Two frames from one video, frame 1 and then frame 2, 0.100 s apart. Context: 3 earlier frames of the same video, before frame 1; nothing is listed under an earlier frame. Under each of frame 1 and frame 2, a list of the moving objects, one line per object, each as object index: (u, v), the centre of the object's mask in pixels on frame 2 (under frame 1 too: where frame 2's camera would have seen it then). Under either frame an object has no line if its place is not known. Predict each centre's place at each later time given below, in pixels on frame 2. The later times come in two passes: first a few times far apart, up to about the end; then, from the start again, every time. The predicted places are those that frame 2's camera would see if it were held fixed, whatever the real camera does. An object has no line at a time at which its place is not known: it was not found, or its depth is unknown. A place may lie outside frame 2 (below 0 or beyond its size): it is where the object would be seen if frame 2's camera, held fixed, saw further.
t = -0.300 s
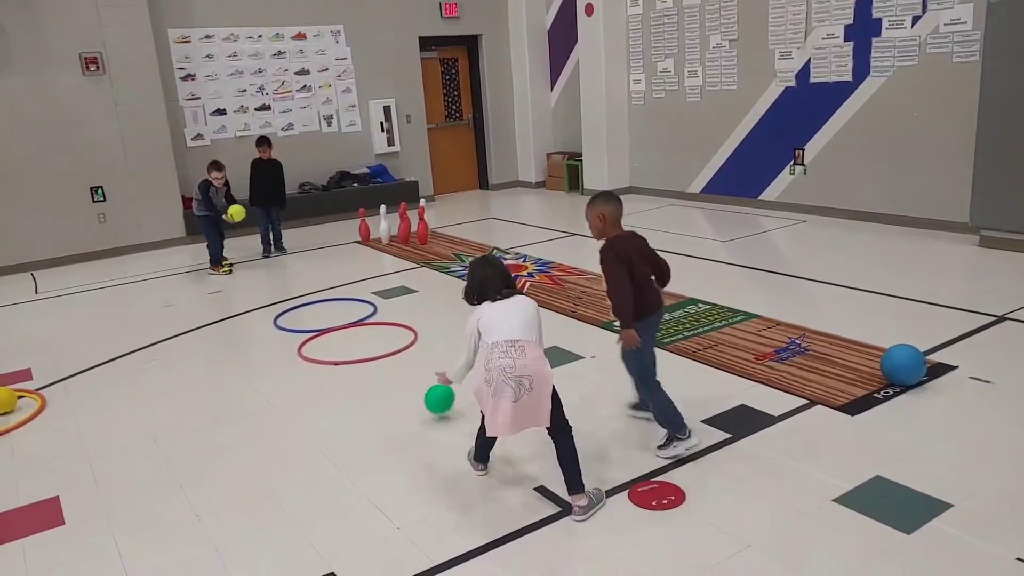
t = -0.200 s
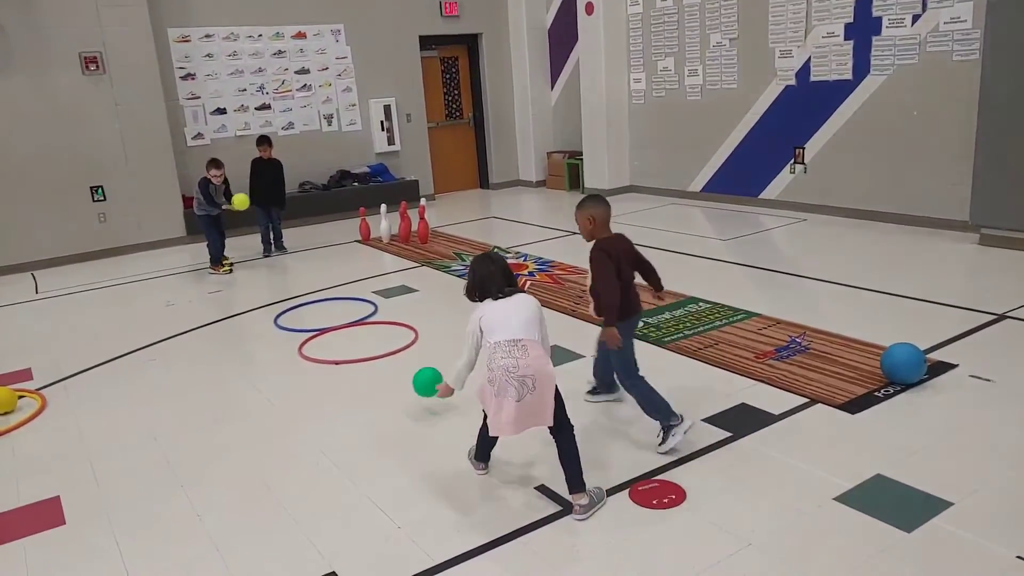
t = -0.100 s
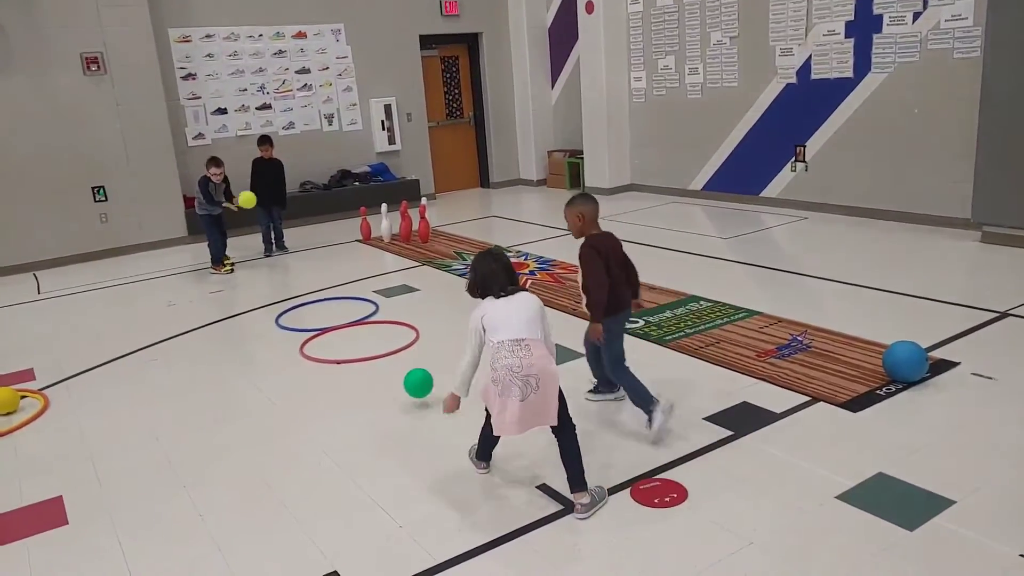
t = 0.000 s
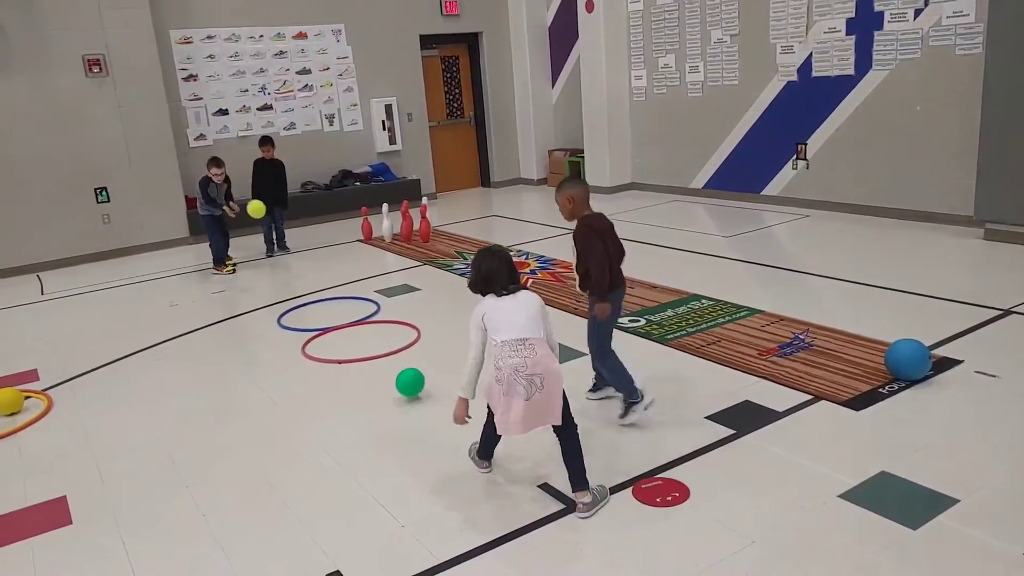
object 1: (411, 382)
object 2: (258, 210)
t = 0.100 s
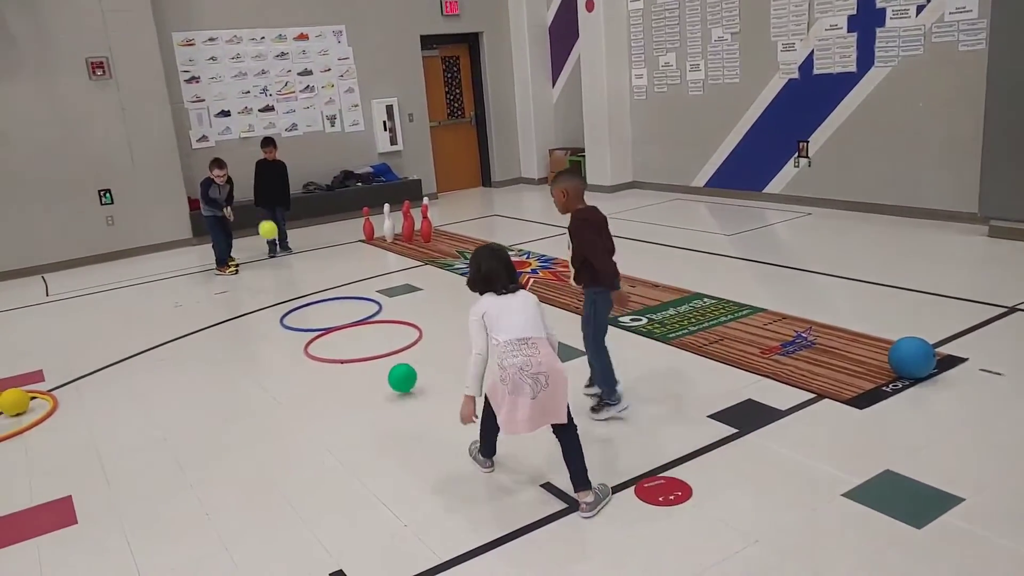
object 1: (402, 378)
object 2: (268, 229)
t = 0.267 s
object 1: (387, 375)
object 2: (287, 286)
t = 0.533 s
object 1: (362, 366)
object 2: (295, 264)
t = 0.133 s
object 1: (399, 380)
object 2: (271, 239)
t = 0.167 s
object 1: (396, 378)
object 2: (275, 249)
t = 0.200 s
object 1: (393, 375)
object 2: (279, 261)
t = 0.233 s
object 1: (390, 375)
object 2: (283, 275)
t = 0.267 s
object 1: (387, 375)
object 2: (287, 286)
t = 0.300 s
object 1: (384, 373)
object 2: (287, 280)
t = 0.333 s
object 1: (380, 372)
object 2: (288, 274)
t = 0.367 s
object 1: (377, 372)
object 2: (289, 269)
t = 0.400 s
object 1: (374, 370)
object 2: (290, 266)
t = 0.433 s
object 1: (371, 369)
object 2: (290, 264)
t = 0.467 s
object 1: (368, 368)
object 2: (292, 263)
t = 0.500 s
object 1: (366, 367)
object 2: (293, 263)
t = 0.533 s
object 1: (362, 366)
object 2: (295, 264)
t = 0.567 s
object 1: (360, 365)
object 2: (297, 267)
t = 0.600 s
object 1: (357, 364)
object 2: (299, 271)
